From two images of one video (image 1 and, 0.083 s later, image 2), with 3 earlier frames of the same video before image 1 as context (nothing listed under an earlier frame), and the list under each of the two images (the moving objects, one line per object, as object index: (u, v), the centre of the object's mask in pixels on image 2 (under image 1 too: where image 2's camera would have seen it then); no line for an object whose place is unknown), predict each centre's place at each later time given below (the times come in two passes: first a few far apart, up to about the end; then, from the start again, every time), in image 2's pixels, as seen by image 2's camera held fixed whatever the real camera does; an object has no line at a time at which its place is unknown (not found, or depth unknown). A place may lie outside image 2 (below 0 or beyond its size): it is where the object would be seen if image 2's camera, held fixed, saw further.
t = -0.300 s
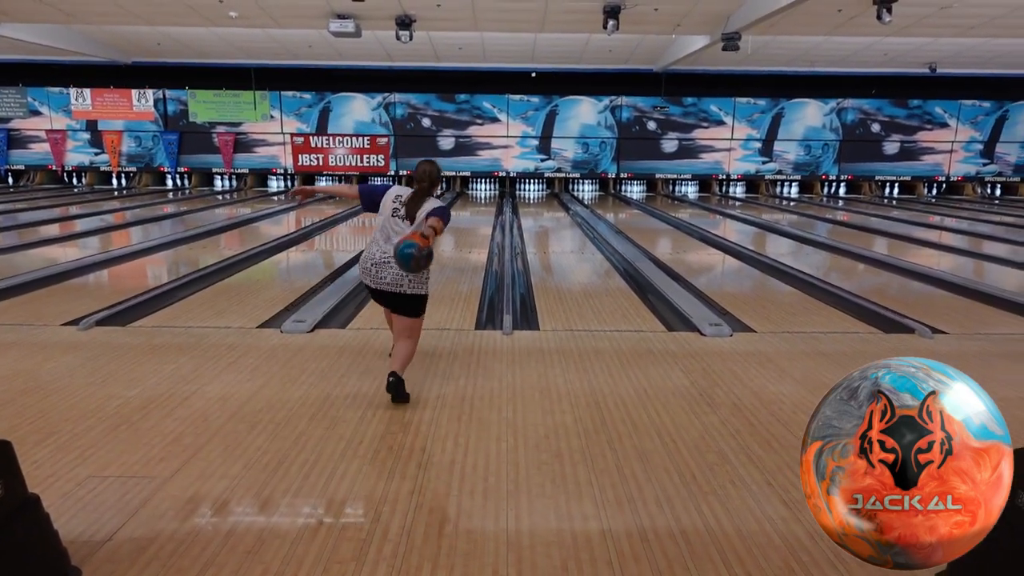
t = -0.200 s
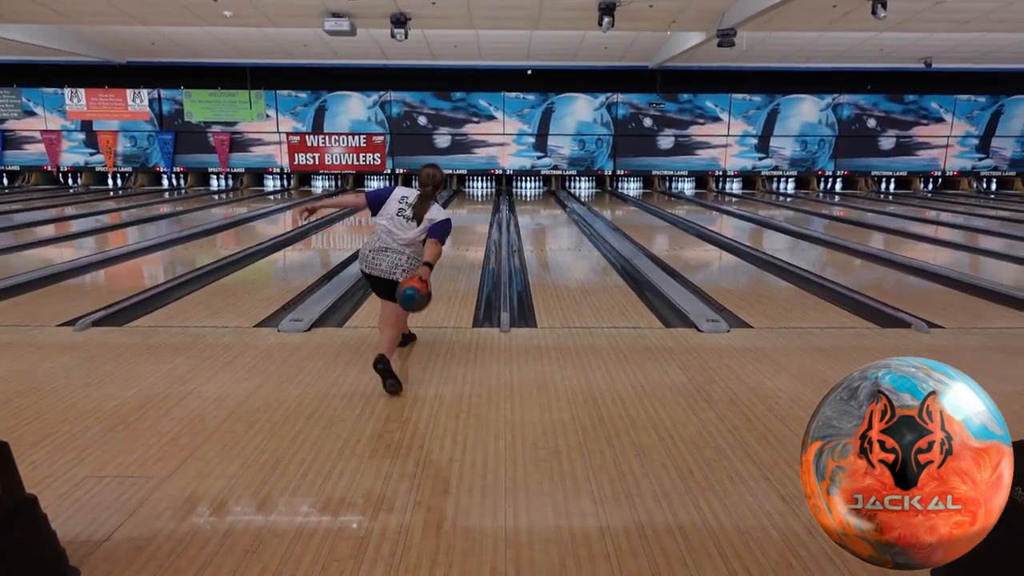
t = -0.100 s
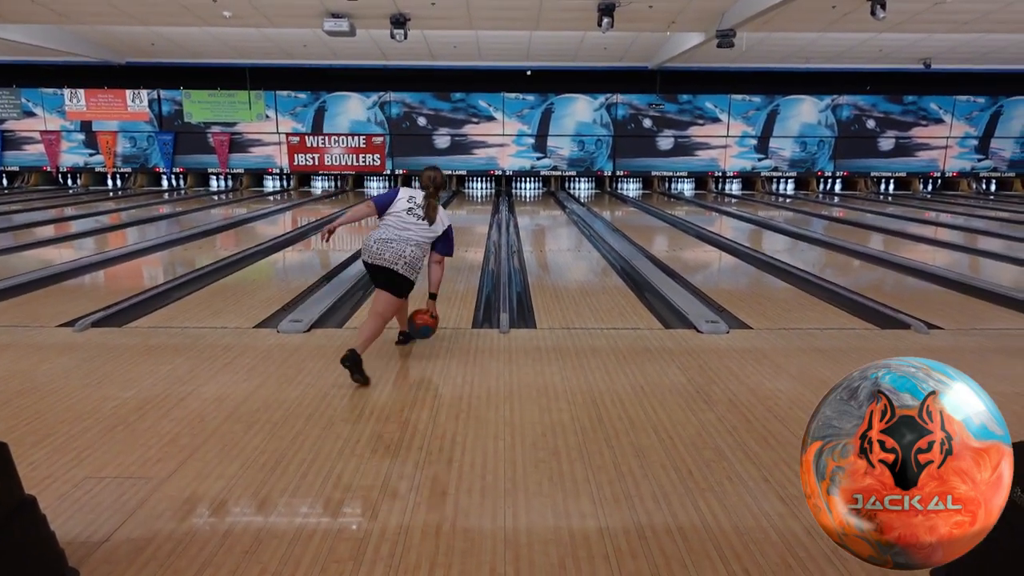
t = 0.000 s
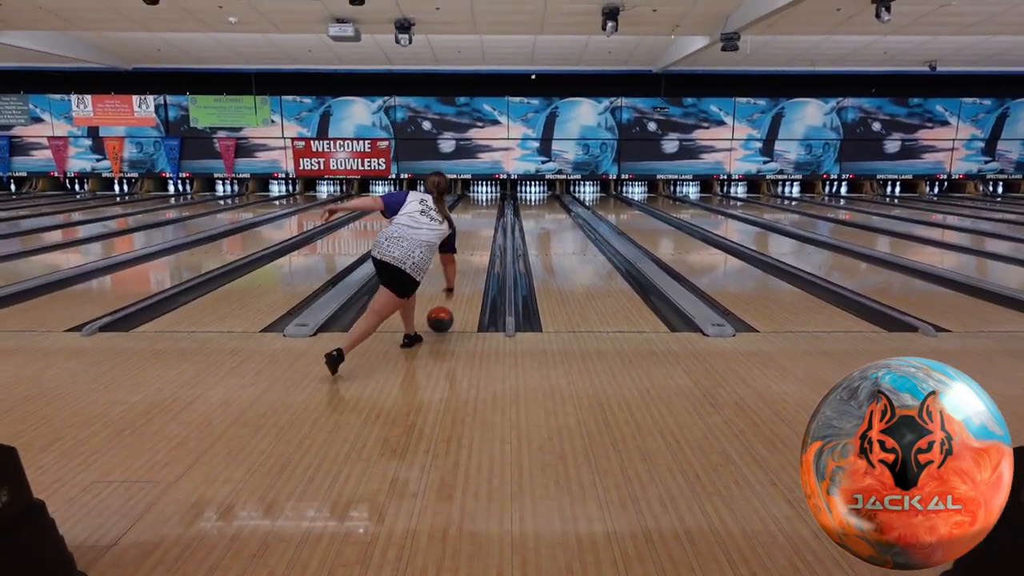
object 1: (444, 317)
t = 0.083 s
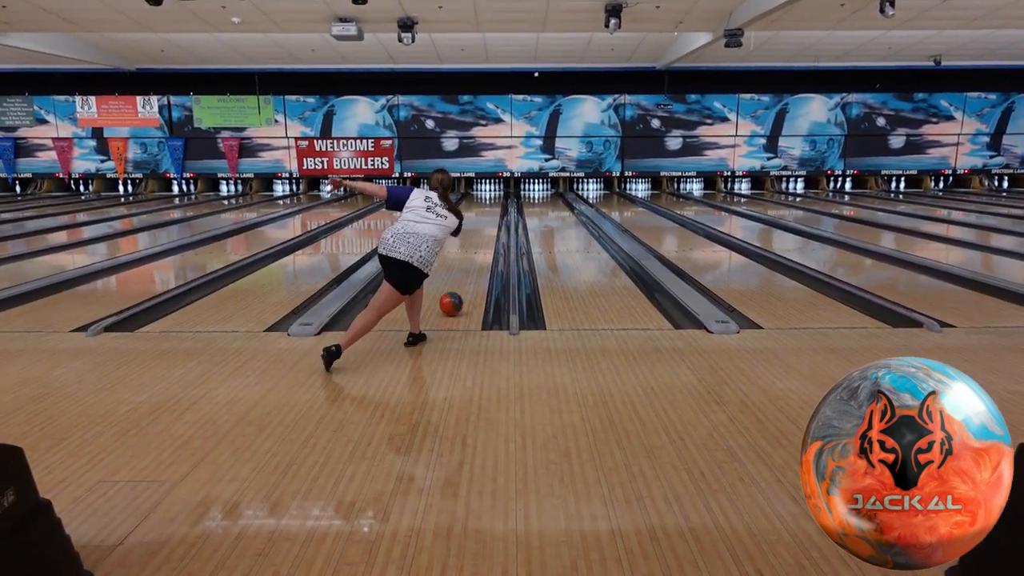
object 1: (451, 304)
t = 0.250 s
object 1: (461, 278)
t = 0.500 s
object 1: (471, 252)
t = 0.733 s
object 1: (476, 235)
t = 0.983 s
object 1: (480, 222)
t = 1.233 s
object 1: (484, 213)
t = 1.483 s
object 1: (485, 205)
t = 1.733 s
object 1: (487, 200)
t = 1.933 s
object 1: (488, 197)
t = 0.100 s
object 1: (452, 301)
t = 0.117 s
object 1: (453, 298)
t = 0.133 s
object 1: (454, 295)
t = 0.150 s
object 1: (455, 292)
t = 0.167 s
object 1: (456, 290)
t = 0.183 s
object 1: (457, 287)
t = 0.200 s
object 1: (459, 285)
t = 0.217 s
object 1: (459, 282)
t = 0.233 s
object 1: (460, 280)
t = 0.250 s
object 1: (461, 278)
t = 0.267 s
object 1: (462, 276)
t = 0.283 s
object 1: (463, 274)
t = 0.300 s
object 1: (463, 271)
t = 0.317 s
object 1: (464, 270)
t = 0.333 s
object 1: (465, 267)
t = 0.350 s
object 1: (466, 266)
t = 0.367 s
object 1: (466, 264)
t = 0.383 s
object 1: (467, 262)
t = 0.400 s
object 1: (467, 260)
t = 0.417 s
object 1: (468, 259)
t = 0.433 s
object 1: (469, 257)
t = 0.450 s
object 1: (469, 256)
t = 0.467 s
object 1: (470, 254)
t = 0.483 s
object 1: (470, 253)
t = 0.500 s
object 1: (471, 252)
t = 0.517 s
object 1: (471, 250)
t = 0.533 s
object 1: (472, 249)
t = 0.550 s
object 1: (472, 247)
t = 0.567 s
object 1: (473, 246)
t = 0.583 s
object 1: (473, 245)
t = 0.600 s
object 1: (473, 244)
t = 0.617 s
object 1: (474, 243)
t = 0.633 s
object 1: (474, 242)
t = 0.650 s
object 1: (475, 241)
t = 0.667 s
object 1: (475, 240)
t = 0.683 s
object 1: (475, 239)
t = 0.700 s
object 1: (476, 238)
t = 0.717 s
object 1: (476, 237)
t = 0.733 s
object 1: (476, 235)
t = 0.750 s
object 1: (477, 235)
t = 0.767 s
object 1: (477, 234)
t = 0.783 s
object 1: (477, 233)
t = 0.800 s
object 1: (478, 231)
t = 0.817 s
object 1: (478, 231)
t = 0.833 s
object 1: (478, 230)
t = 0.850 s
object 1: (478, 229)
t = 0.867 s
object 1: (479, 228)
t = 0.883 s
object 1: (479, 227)
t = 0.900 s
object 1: (479, 226)
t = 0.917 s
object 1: (479, 225)
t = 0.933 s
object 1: (480, 225)
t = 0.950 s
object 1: (480, 224)
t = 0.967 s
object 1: (480, 223)
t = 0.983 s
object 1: (480, 222)
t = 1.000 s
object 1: (481, 222)
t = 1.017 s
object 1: (481, 221)
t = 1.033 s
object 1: (481, 220)
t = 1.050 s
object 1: (481, 219)
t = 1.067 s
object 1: (481, 219)
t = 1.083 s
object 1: (482, 218)
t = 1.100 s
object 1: (482, 218)
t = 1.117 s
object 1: (482, 217)
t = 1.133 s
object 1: (482, 216)
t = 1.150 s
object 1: (483, 215)
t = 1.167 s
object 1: (483, 215)
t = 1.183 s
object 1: (483, 214)
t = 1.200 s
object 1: (483, 214)
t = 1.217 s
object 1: (483, 213)
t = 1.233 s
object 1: (484, 213)
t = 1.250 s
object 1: (484, 212)
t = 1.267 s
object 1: (484, 212)
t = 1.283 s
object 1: (484, 211)
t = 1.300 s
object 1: (484, 211)
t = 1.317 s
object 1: (484, 210)
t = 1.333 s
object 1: (484, 210)
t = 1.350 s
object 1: (484, 209)
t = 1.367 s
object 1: (485, 209)
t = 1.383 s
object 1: (485, 209)
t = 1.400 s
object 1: (484, 208)
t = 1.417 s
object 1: (485, 208)
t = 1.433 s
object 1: (485, 207)
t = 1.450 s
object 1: (485, 207)
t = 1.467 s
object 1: (485, 206)
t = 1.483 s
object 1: (485, 205)
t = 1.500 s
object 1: (486, 205)
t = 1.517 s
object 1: (486, 204)
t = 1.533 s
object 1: (486, 204)
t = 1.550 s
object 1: (487, 203)
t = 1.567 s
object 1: (490, 201)
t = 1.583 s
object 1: (490, 199)
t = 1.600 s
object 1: (487, 202)
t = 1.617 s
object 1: (487, 202)
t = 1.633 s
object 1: (487, 202)
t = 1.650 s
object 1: (487, 202)
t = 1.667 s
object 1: (487, 201)
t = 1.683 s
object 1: (487, 201)
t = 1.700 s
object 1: (487, 201)
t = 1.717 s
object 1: (487, 200)
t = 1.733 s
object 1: (487, 200)
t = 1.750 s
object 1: (487, 200)
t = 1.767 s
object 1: (487, 199)
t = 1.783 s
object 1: (487, 199)
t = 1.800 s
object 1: (487, 199)
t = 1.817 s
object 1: (487, 198)
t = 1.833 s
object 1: (488, 198)
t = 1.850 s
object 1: (488, 197)
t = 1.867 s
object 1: (488, 198)
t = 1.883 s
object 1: (487, 197)
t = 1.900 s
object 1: (487, 197)
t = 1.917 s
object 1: (488, 197)
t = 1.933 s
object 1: (488, 197)
